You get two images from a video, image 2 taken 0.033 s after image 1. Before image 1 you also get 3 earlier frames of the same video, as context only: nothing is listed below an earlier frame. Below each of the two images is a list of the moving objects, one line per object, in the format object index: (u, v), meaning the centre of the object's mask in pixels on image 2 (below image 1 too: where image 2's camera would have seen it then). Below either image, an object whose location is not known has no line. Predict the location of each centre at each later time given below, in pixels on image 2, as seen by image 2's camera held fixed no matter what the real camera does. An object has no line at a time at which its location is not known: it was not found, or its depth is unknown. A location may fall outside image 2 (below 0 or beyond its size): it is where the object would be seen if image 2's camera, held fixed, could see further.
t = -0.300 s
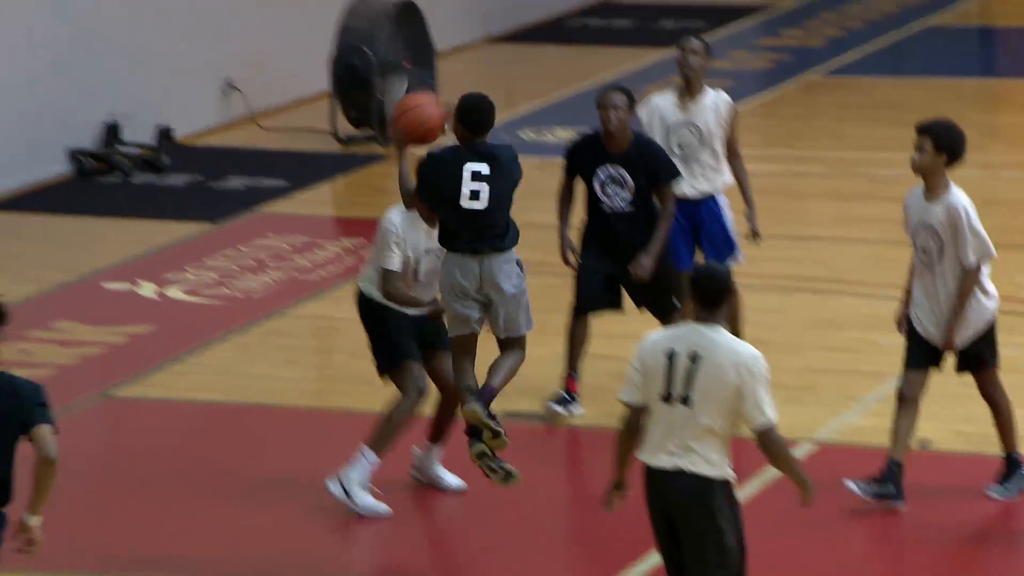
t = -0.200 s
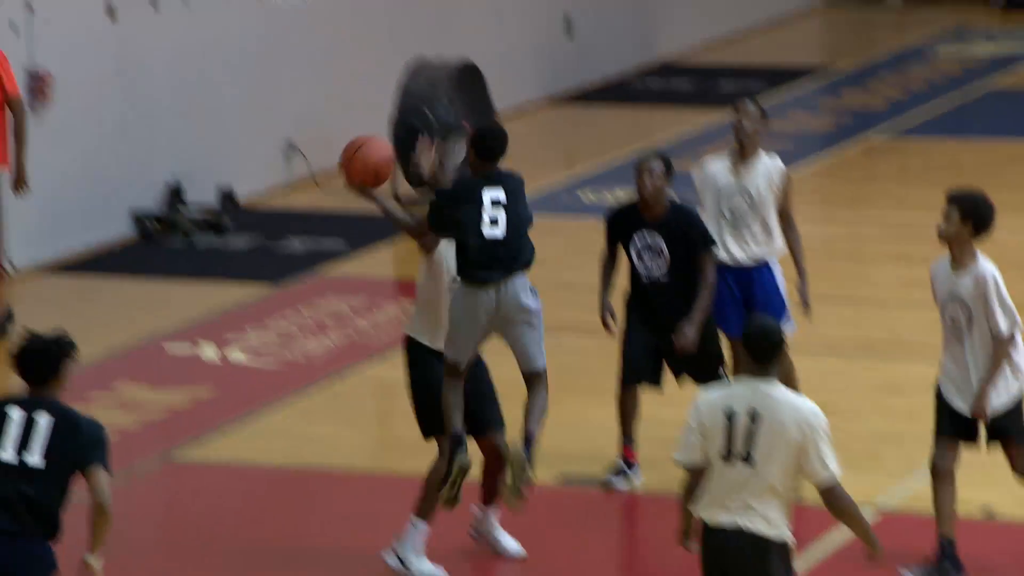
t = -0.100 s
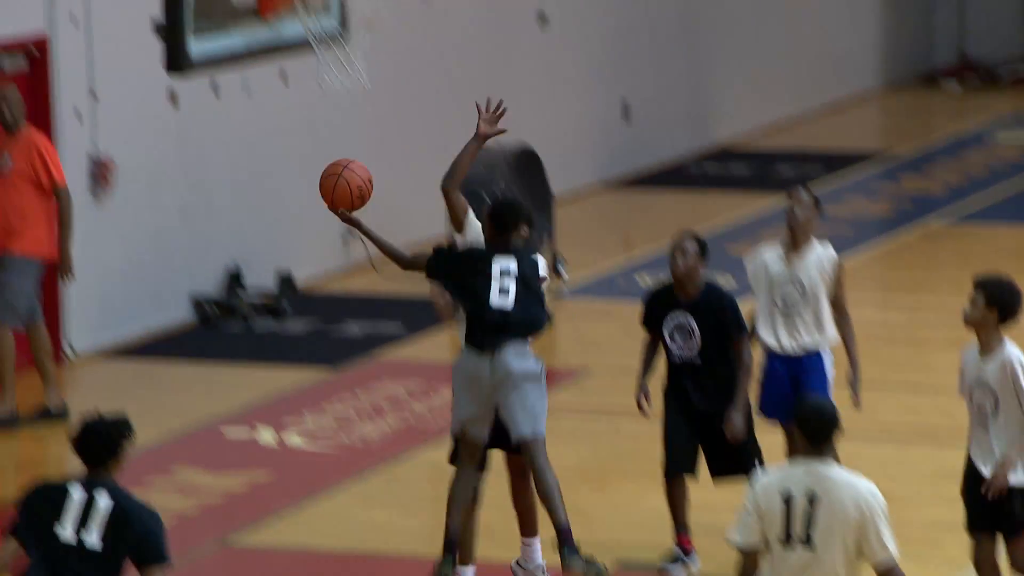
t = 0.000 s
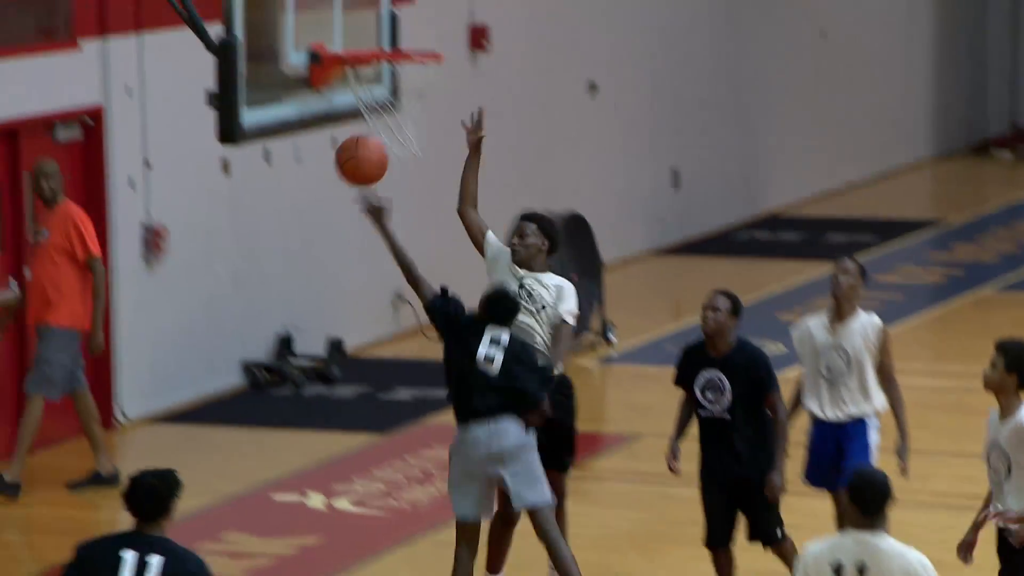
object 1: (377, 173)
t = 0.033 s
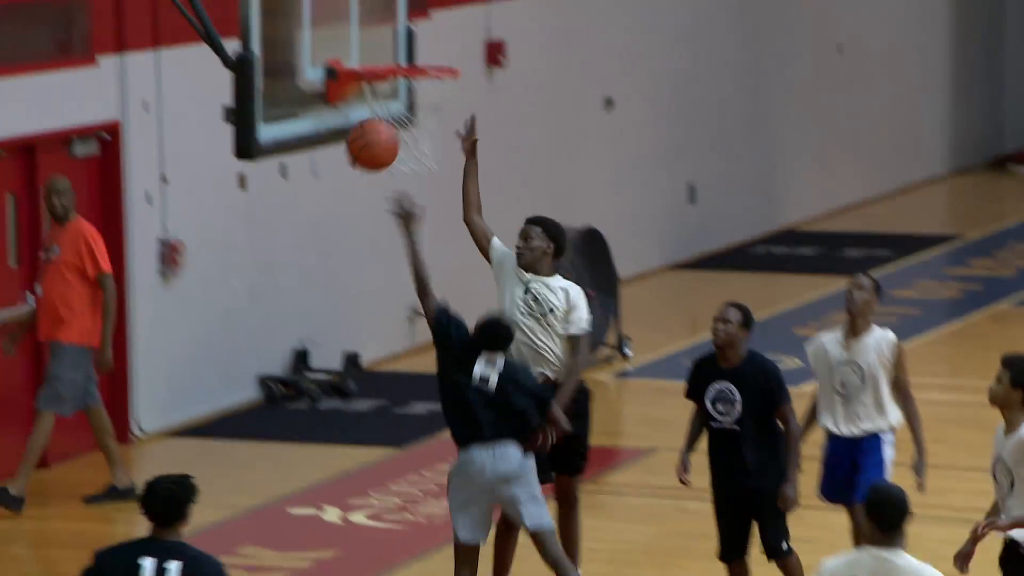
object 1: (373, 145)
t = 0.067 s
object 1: (369, 119)
